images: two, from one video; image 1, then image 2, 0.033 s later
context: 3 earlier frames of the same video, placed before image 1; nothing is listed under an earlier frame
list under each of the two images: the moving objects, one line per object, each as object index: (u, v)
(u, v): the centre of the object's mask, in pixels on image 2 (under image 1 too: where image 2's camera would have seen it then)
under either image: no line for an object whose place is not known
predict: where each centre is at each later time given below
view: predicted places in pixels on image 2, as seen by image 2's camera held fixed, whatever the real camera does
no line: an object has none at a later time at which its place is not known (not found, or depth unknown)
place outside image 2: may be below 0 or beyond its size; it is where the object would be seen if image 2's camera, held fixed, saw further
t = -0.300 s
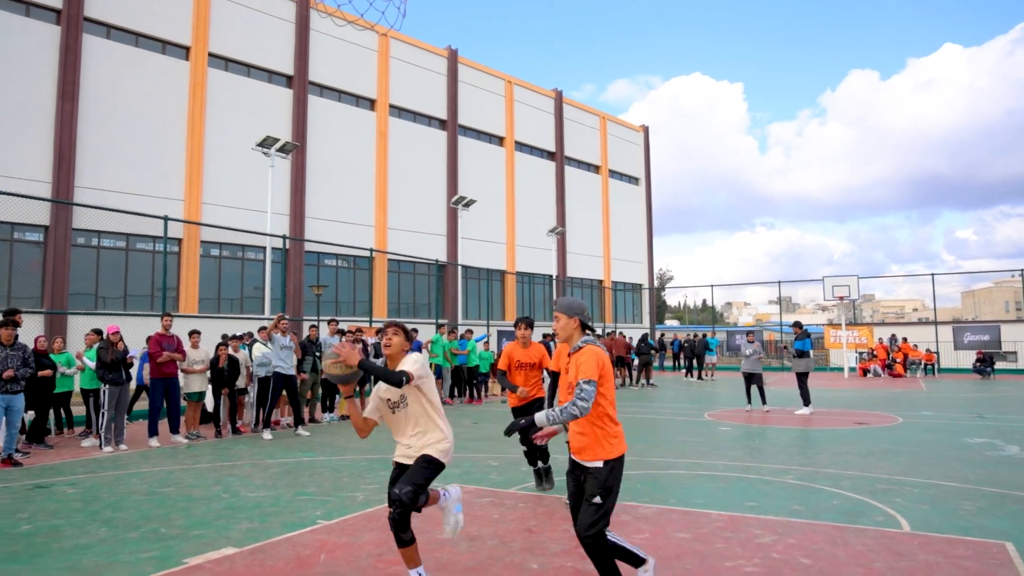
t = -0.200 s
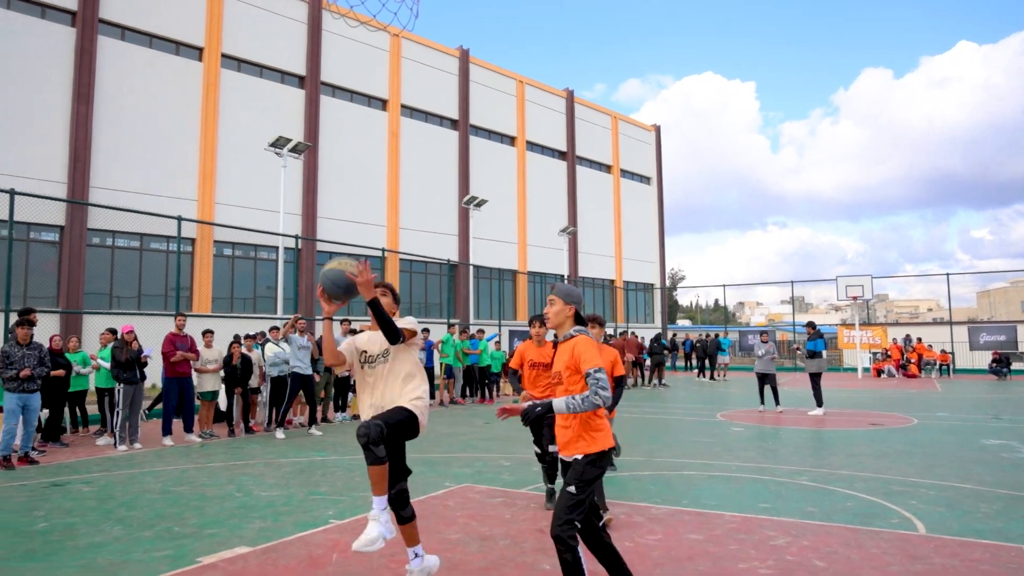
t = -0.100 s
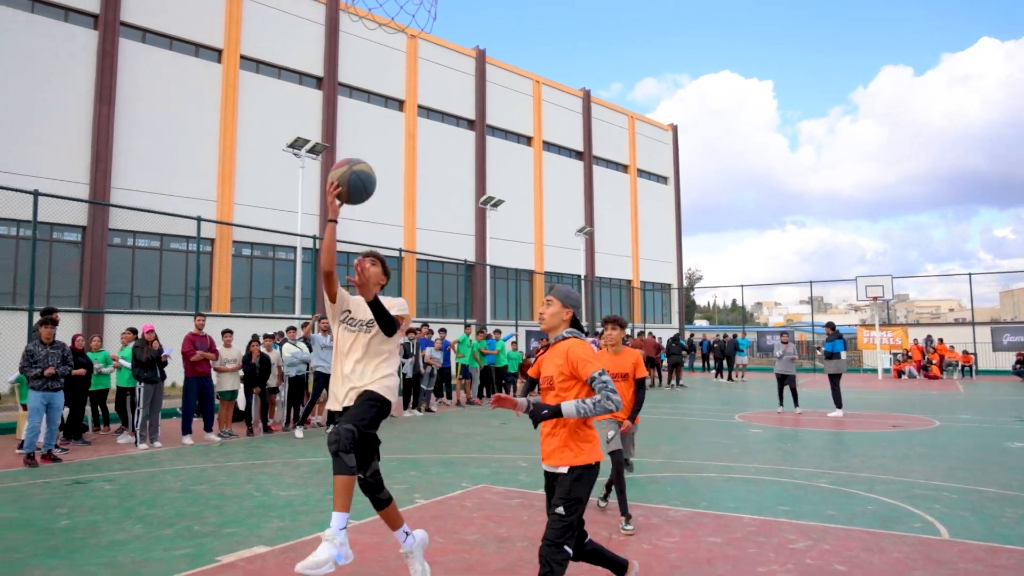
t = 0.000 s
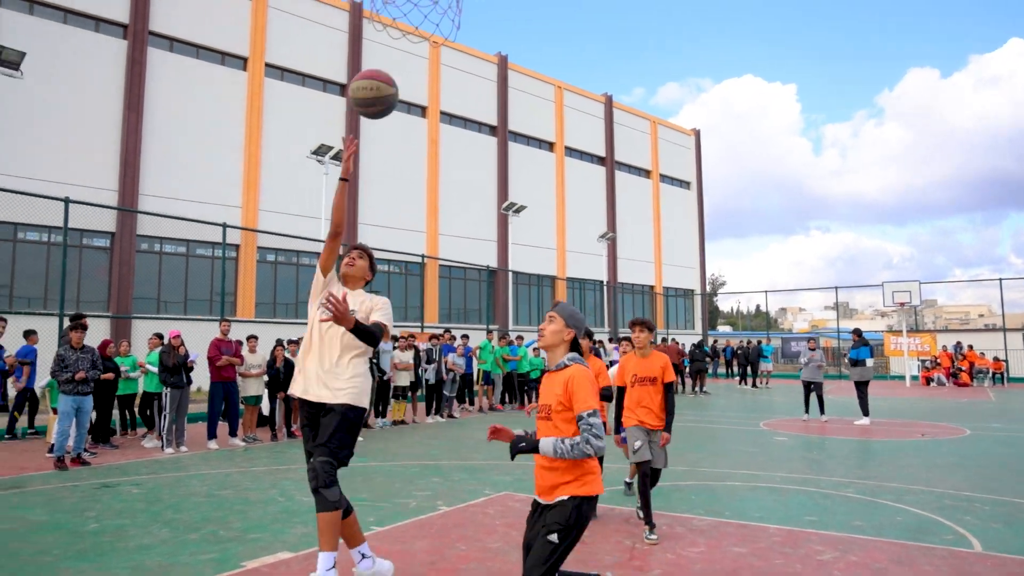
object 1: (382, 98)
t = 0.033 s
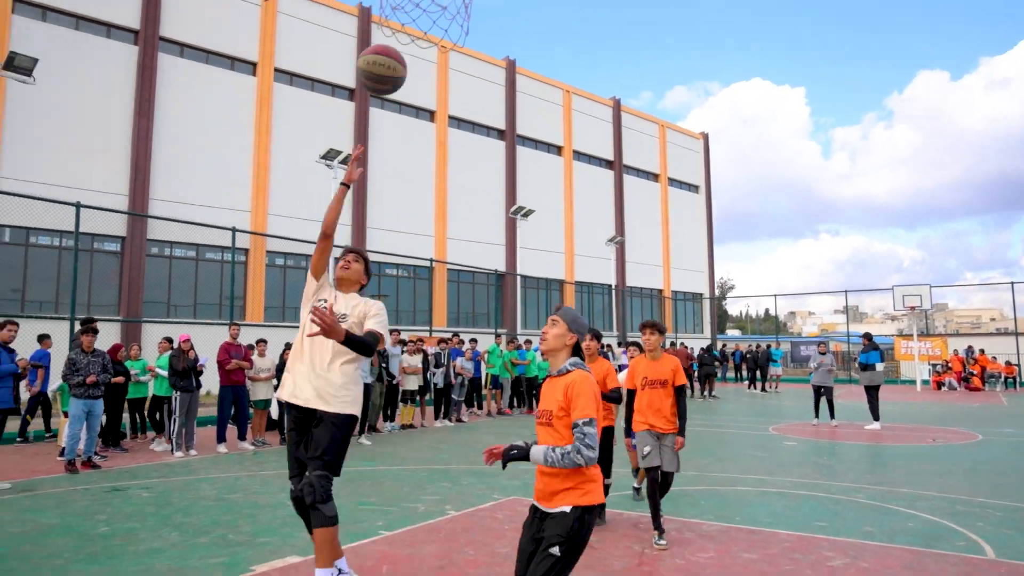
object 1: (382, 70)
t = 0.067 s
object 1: (380, 42)
